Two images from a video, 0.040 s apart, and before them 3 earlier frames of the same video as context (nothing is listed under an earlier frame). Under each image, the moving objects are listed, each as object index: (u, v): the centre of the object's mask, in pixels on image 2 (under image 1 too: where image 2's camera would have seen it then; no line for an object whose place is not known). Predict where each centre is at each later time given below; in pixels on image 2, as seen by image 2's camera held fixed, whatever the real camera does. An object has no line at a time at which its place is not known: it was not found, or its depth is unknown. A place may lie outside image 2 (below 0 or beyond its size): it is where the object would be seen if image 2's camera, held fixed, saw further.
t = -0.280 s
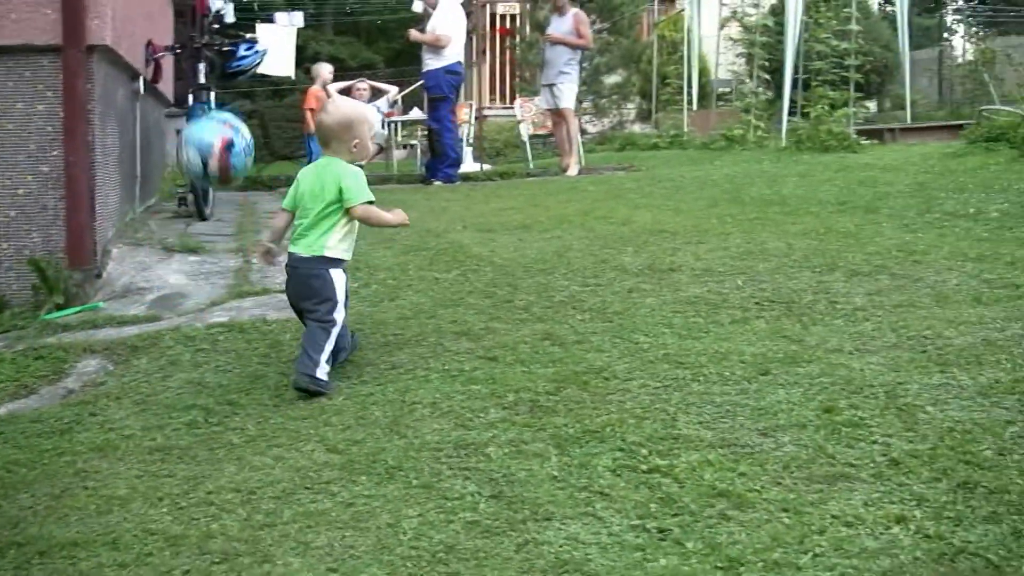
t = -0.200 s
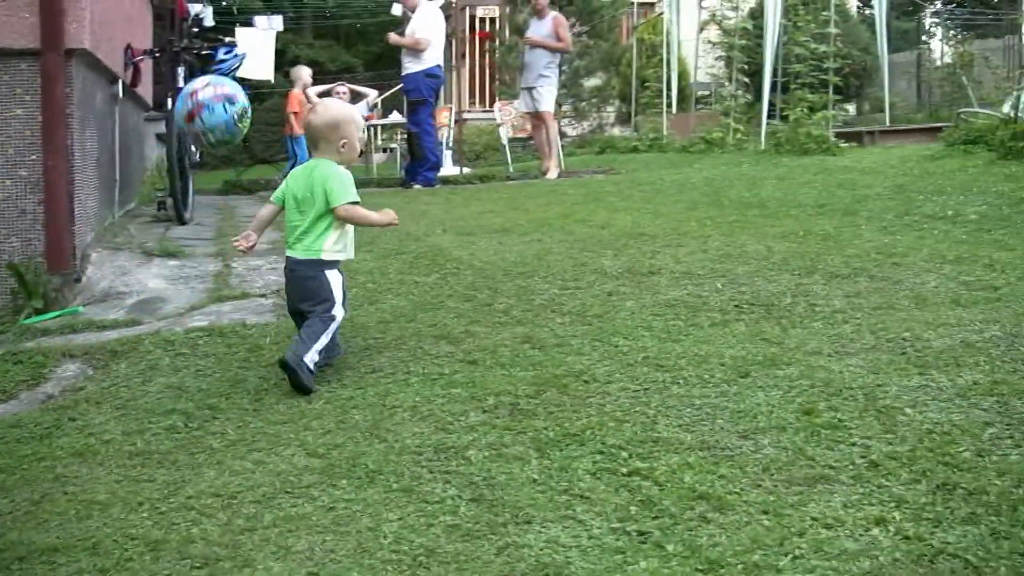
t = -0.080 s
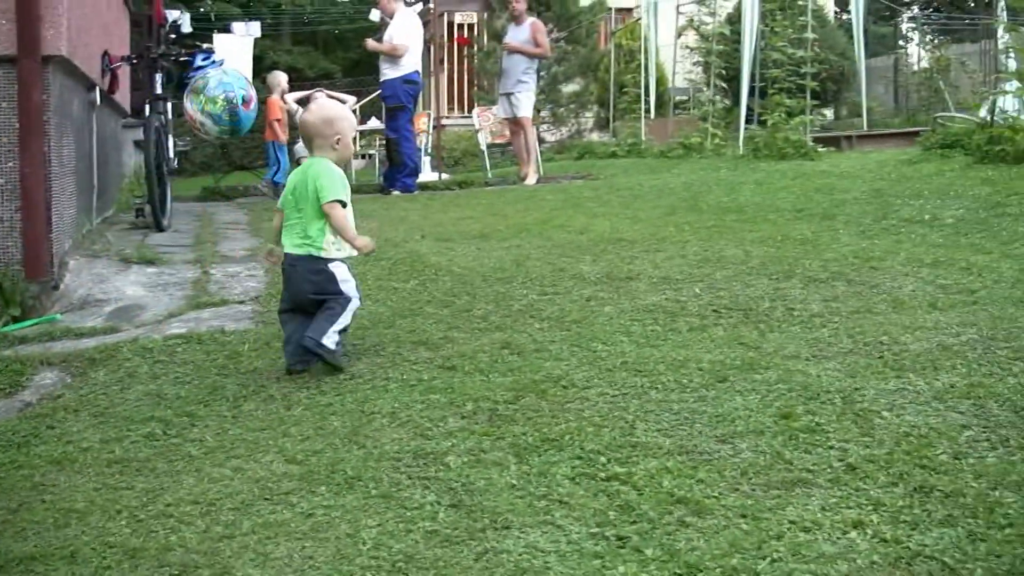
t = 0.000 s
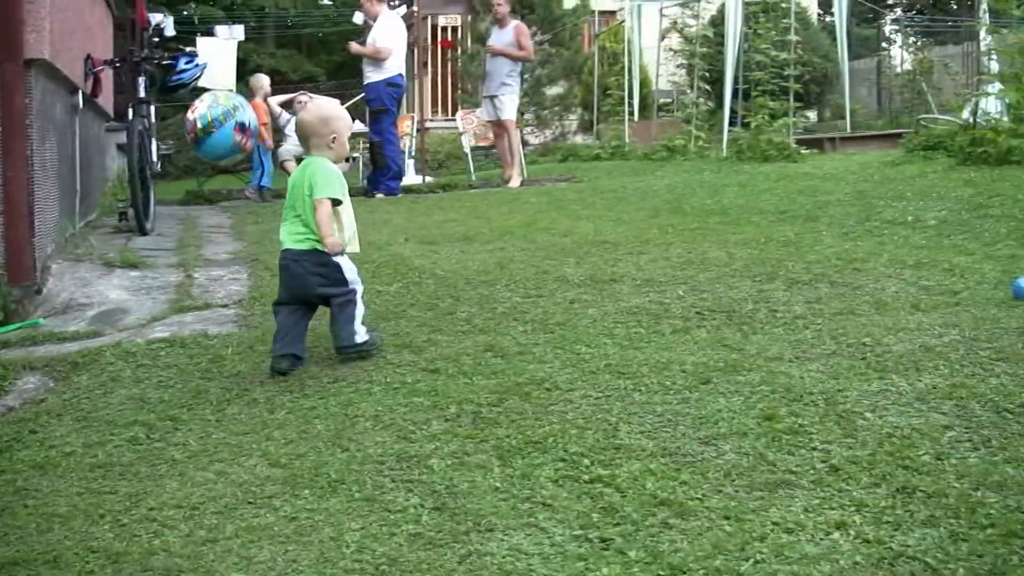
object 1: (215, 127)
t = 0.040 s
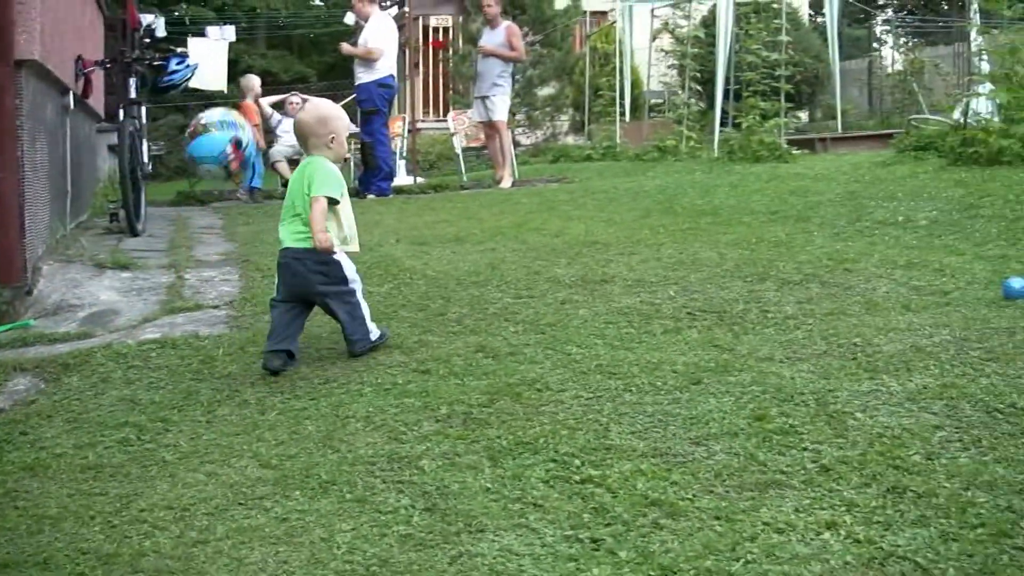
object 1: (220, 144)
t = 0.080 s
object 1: (226, 167)
